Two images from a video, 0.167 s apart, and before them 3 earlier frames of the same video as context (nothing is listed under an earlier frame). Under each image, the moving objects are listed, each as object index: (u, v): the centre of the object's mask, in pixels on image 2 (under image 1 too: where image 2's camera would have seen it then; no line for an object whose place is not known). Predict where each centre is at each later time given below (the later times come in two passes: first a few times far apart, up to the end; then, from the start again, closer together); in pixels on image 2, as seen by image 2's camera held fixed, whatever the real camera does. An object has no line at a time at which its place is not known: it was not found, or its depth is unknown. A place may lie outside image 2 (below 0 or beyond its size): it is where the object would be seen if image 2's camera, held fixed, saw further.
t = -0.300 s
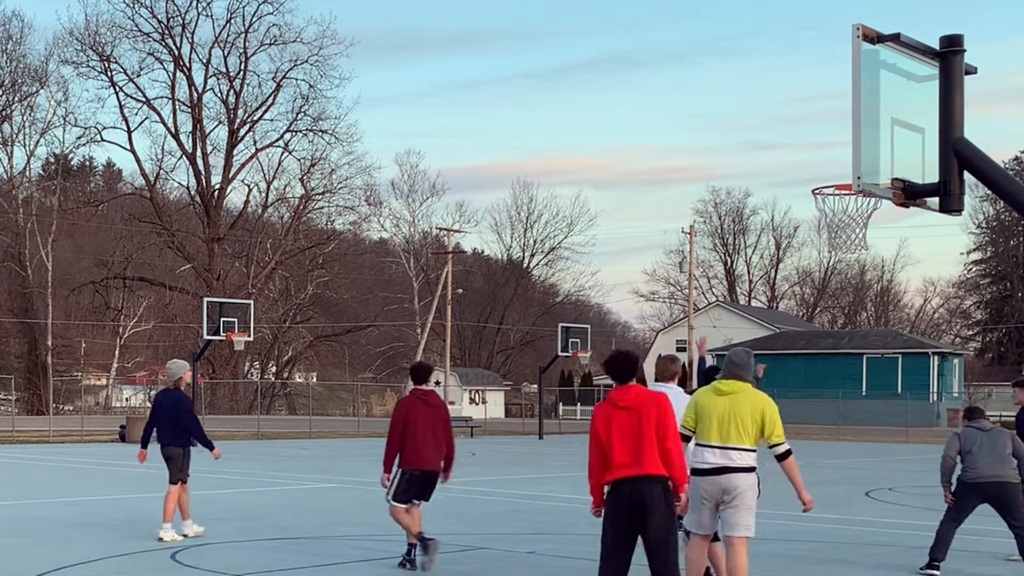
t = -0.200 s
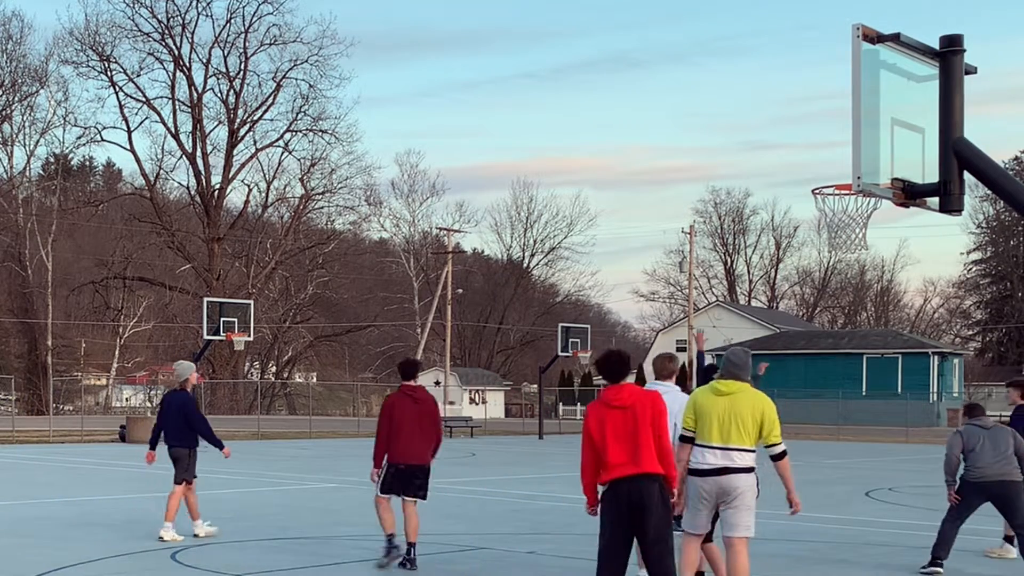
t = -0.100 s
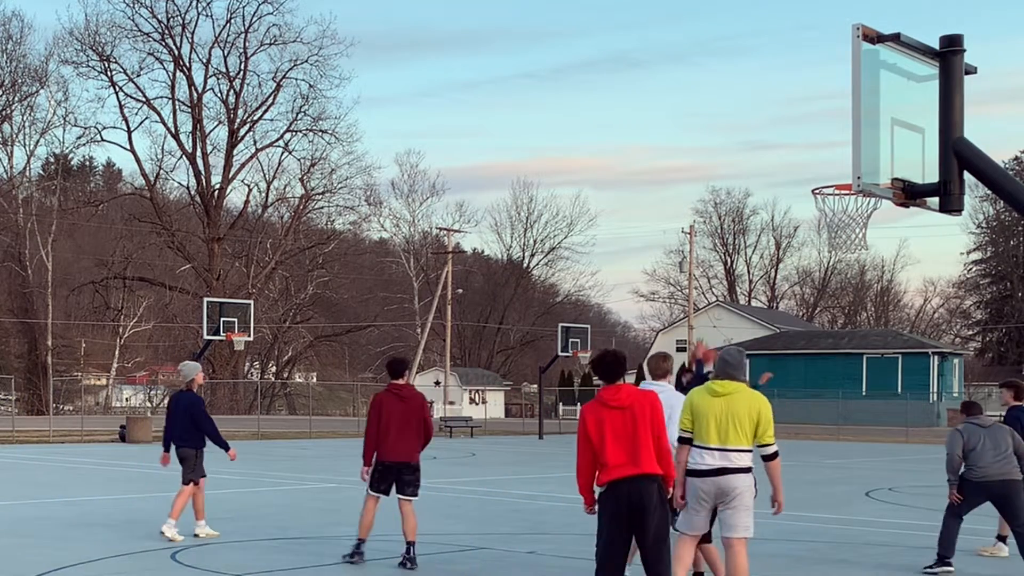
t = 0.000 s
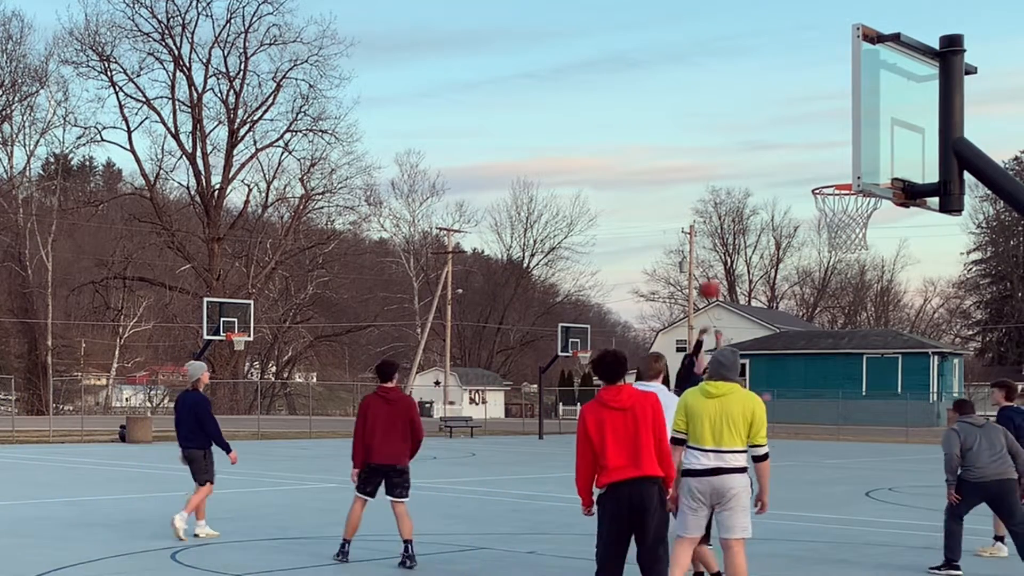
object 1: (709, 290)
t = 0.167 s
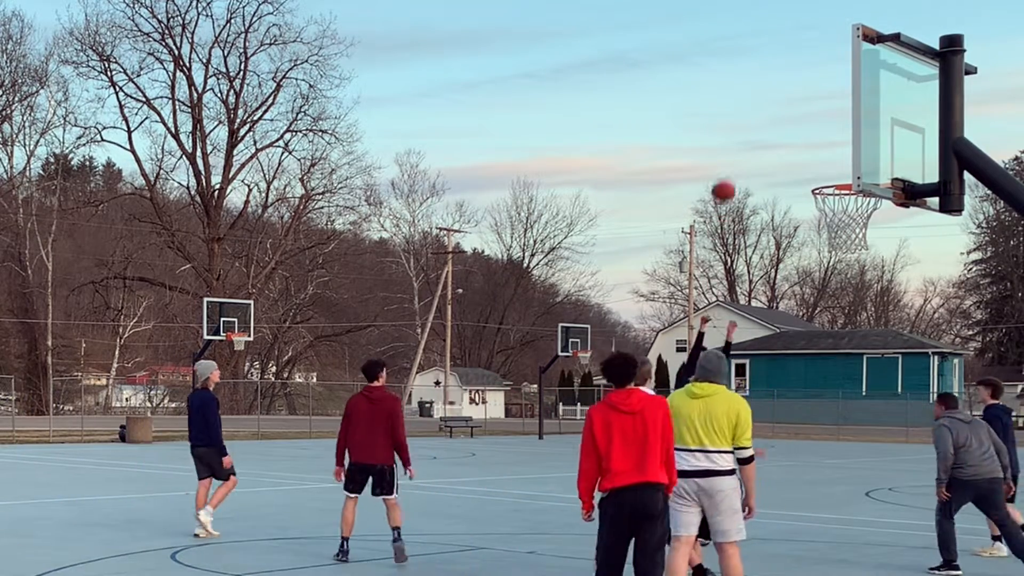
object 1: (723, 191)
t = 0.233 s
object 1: (729, 156)
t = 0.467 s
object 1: (749, 59)
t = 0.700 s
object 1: (771, 10)
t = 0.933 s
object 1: (796, 14)
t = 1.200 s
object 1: (828, 108)
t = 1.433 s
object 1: (832, 174)
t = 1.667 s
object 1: (720, 168)
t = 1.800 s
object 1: (655, 198)
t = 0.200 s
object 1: (726, 173)
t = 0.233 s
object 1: (729, 156)
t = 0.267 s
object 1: (732, 139)
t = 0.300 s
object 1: (735, 123)
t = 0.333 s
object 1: (738, 109)
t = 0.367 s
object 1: (740, 95)
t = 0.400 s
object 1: (743, 83)
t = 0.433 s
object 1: (746, 71)
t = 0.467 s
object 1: (749, 59)
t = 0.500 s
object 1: (752, 49)
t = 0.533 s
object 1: (755, 40)
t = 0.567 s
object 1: (758, 32)
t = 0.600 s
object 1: (762, 24)
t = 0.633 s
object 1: (765, 18)
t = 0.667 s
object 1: (768, 13)
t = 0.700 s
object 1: (771, 10)
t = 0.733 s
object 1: (774, 9)
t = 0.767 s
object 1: (778, 8)
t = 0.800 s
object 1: (781, 8)
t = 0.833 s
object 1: (785, 8)
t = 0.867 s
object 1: (788, 9)
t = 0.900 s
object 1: (792, 11)
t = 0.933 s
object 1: (796, 14)
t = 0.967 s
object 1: (799, 20)
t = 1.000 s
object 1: (803, 27)
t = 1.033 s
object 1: (807, 37)
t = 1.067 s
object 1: (811, 47)
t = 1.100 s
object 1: (815, 60)
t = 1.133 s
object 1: (819, 74)
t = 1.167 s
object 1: (823, 90)
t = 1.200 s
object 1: (828, 108)
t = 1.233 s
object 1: (832, 128)
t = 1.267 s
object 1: (835, 148)
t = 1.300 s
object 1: (837, 172)
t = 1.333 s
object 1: (844, 185)
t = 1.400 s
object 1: (843, 181)
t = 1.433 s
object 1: (832, 174)
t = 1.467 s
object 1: (816, 169)
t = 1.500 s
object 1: (800, 165)
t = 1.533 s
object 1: (784, 162)
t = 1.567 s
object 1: (768, 162)
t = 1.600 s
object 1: (752, 162)
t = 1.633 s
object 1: (736, 164)
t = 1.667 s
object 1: (720, 168)
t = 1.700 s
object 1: (704, 173)
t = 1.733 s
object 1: (687, 180)
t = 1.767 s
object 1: (671, 188)
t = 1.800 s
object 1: (655, 198)
